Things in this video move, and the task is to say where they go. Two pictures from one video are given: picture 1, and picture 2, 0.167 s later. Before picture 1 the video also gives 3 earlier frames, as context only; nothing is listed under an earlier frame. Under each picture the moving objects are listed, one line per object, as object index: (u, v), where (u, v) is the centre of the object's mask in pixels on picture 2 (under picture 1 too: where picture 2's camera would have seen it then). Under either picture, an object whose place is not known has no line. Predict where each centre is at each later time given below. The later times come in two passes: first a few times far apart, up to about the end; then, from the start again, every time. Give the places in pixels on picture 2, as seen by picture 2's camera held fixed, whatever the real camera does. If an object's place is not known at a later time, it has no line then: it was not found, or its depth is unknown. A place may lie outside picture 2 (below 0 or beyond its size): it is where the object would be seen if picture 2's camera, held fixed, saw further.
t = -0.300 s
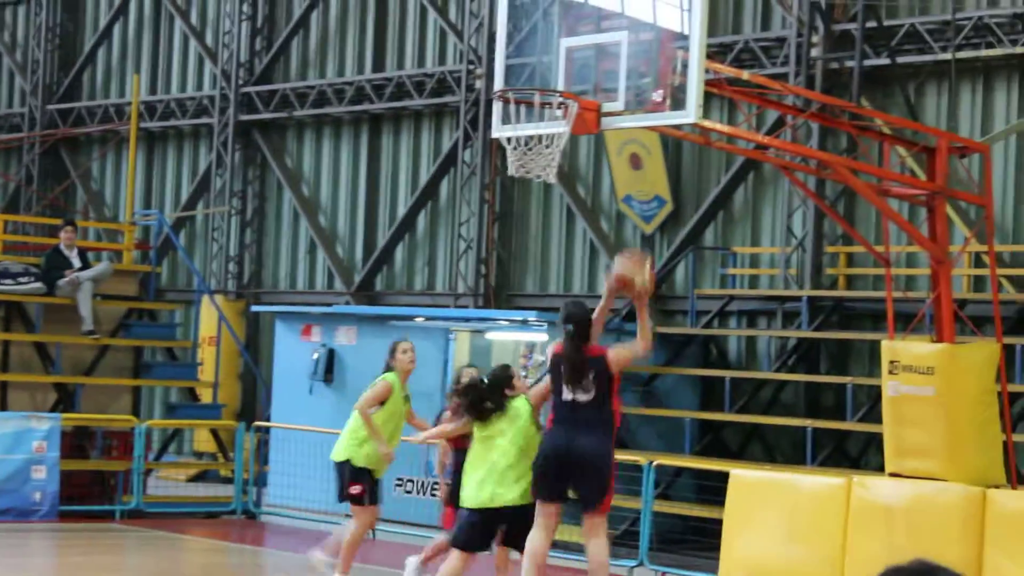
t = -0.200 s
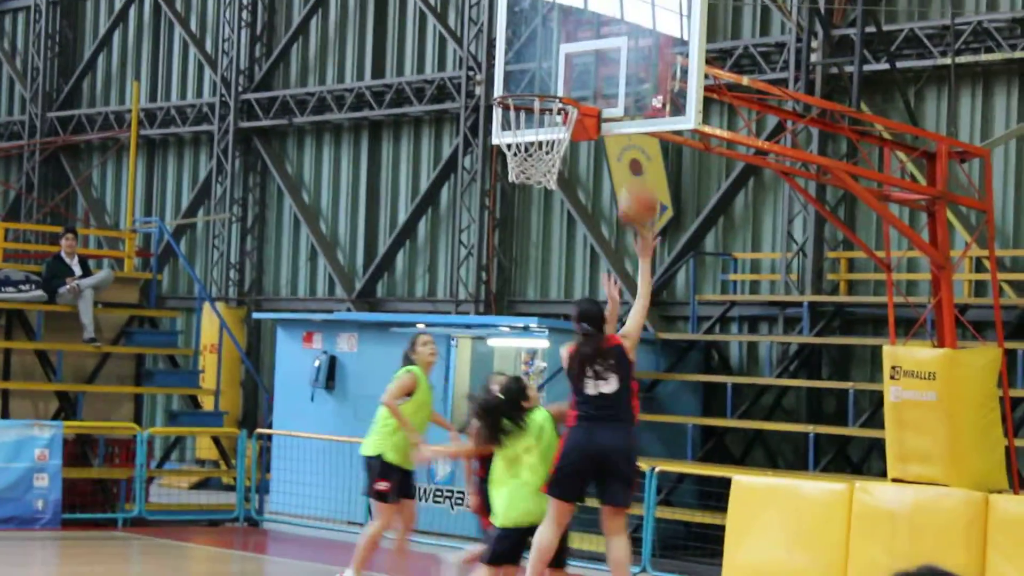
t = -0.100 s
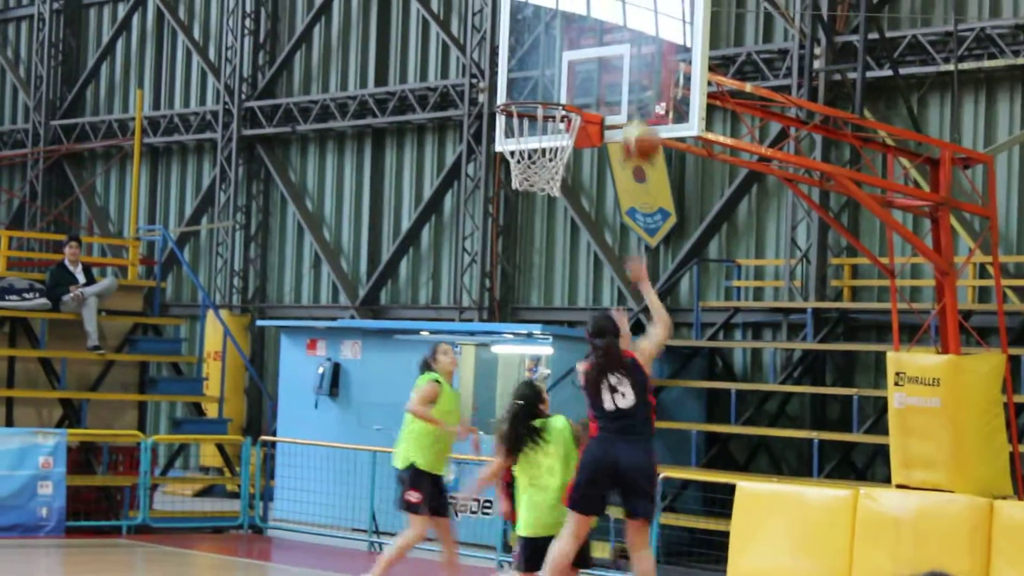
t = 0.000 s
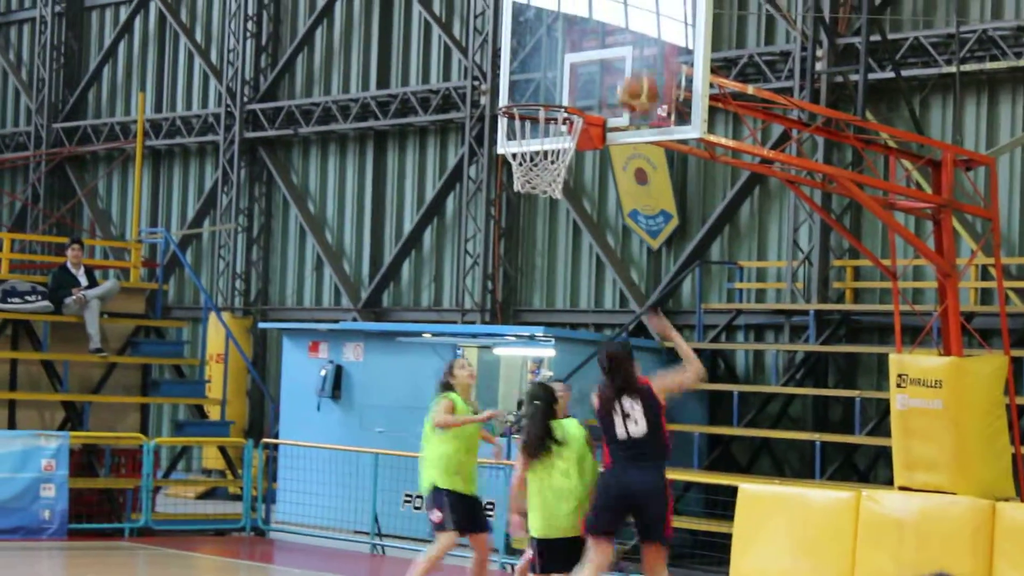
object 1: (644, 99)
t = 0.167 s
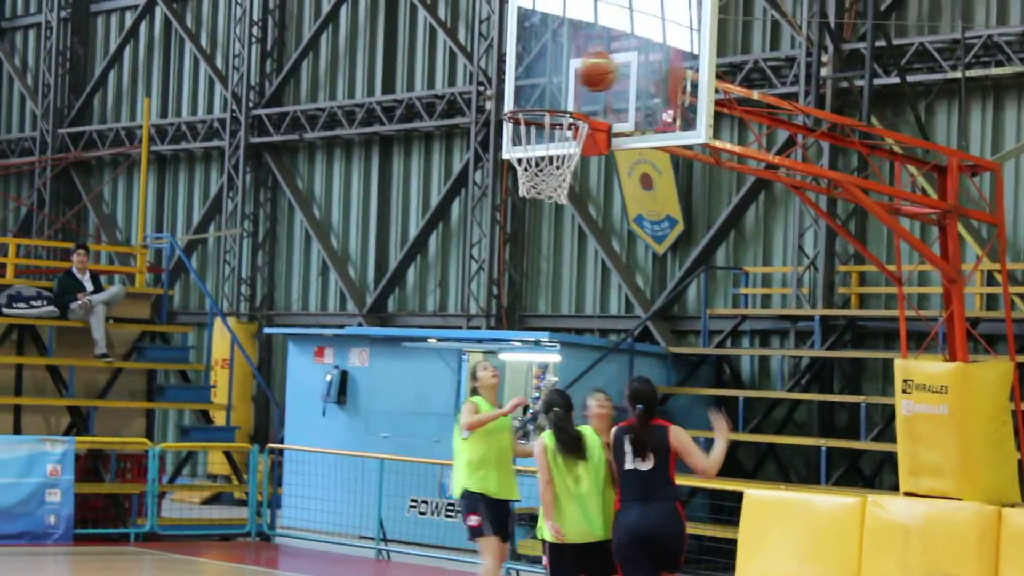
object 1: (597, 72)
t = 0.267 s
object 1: (560, 81)
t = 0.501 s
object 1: (536, 114)
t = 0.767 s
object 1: (561, 203)
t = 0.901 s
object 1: (569, 269)
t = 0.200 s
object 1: (584, 73)
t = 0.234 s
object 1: (573, 75)
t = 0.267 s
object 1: (560, 81)
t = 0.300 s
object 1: (548, 87)
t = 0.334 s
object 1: (538, 93)
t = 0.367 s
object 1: (537, 94)
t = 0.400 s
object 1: (537, 94)
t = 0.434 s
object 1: (537, 96)
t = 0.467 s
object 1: (536, 105)
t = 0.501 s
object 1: (536, 114)
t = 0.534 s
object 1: (537, 124)
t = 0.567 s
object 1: (542, 131)
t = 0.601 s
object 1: (545, 138)
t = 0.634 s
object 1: (549, 146)
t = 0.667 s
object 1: (552, 158)
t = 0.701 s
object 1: (556, 174)
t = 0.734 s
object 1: (559, 185)
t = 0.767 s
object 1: (561, 203)
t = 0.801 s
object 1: (563, 213)
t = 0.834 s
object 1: (565, 230)
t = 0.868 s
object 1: (568, 249)
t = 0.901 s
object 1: (569, 269)
